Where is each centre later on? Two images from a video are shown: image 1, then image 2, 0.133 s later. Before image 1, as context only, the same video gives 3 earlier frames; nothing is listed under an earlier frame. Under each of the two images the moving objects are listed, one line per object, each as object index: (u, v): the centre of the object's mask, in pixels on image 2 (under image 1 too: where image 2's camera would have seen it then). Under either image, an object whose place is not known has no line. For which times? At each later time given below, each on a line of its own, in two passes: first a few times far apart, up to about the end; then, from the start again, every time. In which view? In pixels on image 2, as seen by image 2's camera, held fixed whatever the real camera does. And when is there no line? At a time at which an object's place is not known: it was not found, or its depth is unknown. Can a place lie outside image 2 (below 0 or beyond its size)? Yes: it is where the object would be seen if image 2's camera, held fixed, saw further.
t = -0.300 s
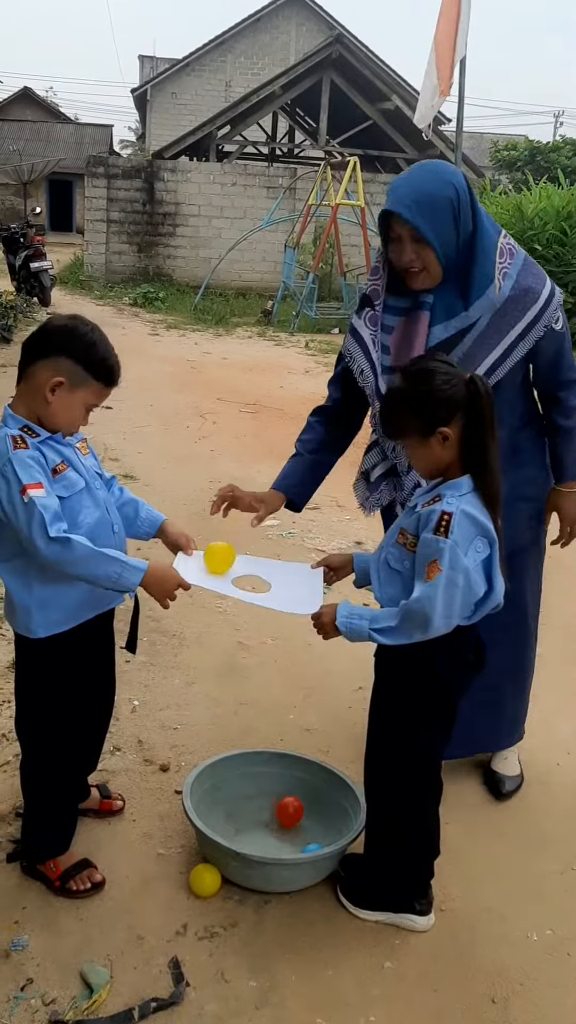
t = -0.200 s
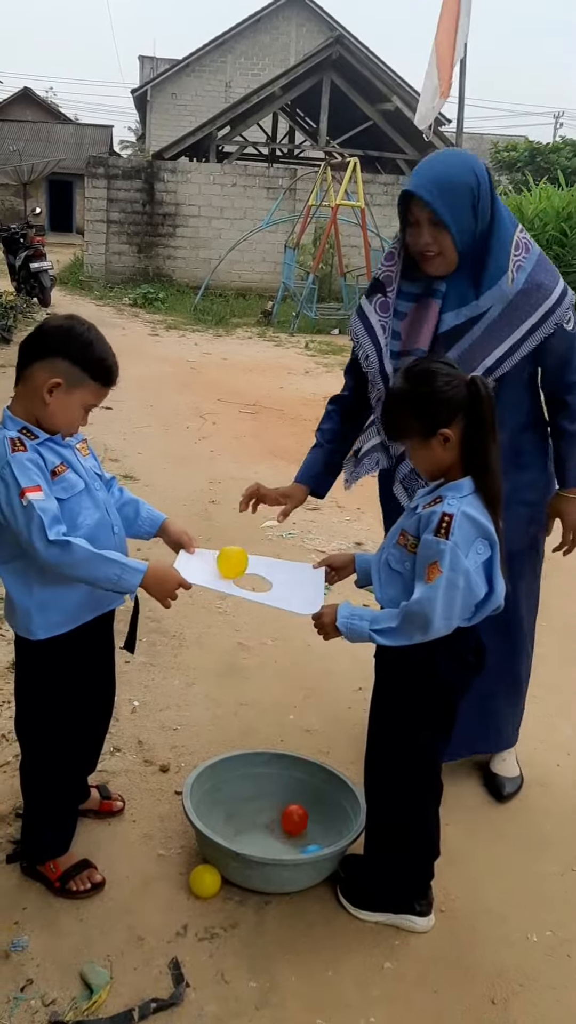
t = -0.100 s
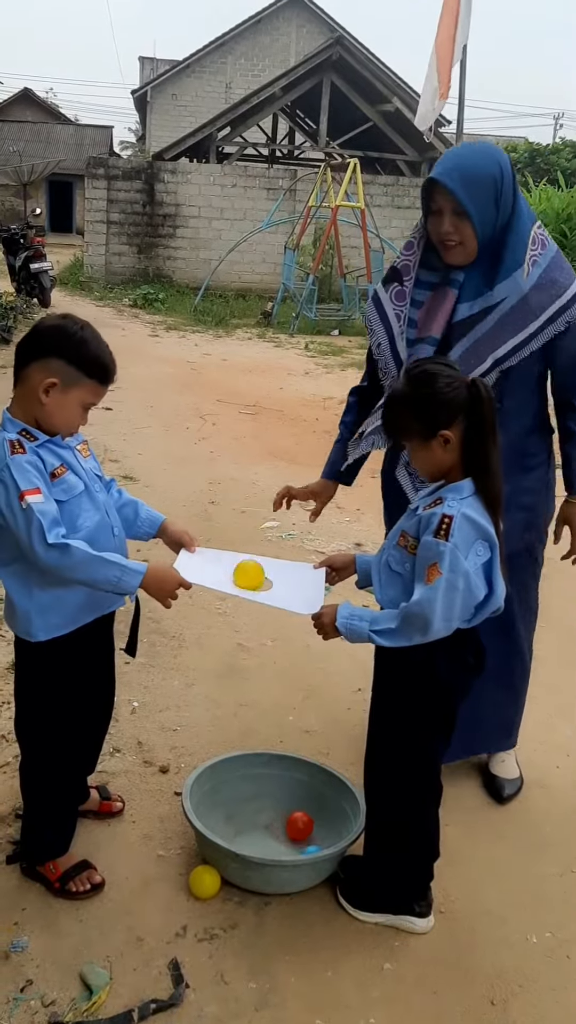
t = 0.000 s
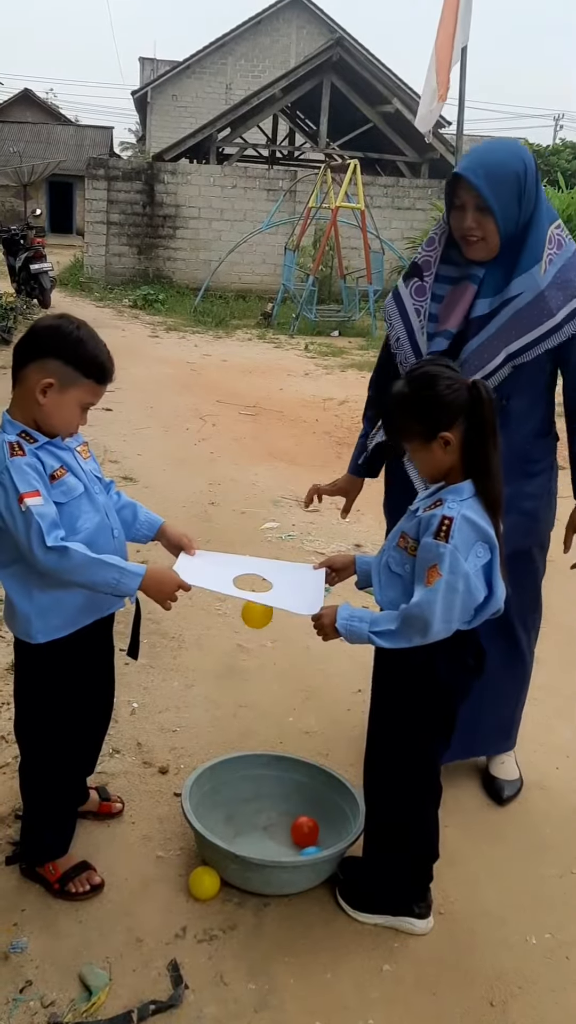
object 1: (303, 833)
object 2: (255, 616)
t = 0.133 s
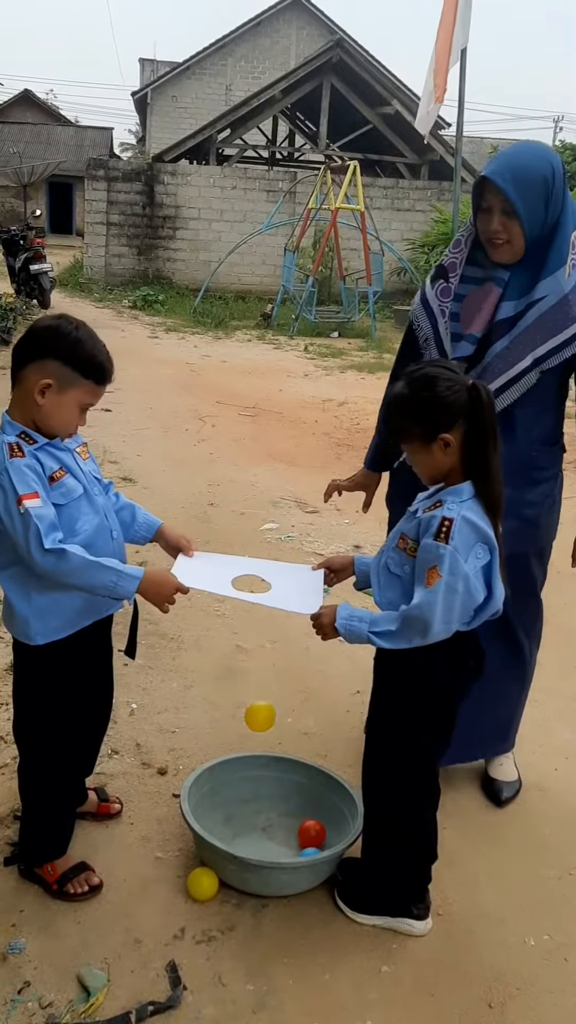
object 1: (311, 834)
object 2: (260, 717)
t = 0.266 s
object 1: (313, 836)
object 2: (263, 839)
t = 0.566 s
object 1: (318, 840)
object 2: (288, 829)
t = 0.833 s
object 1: (315, 841)
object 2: (298, 822)
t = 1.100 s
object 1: (313, 842)
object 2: (286, 833)
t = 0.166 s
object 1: (313, 835)
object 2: (260, 752)
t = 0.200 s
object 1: (314, 835)
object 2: (260, 790)
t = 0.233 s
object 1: (314, 836)
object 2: (259, 831)
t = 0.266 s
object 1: (313, 836)
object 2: (263, 839)
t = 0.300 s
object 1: (312, 837)
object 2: (267, 838)
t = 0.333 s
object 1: (312, 838)
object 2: (271, 840)
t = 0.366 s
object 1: (311, 839)
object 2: (275, 838)
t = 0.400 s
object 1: (309, 839)
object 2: (280, 836)
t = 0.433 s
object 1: (311, 840)
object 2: (282, 835)
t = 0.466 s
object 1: (313, 840)
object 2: (283, 833)
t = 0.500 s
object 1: (315, 840)
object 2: (284, 832)
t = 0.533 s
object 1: (317, 841)
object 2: (286, 831)
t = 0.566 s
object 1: (318, 840)
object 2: (288, 829)
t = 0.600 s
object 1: (319, 841)
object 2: (291, 828)
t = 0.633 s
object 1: (319, 841)
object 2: (293, 827)
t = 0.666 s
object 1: (319, 841)
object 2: (295, 825)
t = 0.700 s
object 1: (318, 841)
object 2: (298, 823)
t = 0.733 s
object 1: (318, 841)
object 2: (299, 821)
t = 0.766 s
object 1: (317, 841)
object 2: (299, 820)
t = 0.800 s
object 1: (316, 841)
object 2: (299, 820)
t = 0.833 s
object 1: (315, 841)
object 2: (298, 822)
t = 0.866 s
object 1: (315, 841)
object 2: (295, 823)
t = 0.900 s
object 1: (314, 841)
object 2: (293, 825)
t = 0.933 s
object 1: (312, 842)
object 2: (292, 826)
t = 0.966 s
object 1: (312, 841)
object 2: (291, 828)
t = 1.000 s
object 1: (311, 842)
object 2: (289, 829)
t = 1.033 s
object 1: (311, 841)
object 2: (288, 830)
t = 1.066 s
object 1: (313, 842)
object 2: (287, 832)
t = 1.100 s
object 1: (313, 842)
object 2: (286, 833)
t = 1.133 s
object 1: (314, 842)
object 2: (287, 834)
